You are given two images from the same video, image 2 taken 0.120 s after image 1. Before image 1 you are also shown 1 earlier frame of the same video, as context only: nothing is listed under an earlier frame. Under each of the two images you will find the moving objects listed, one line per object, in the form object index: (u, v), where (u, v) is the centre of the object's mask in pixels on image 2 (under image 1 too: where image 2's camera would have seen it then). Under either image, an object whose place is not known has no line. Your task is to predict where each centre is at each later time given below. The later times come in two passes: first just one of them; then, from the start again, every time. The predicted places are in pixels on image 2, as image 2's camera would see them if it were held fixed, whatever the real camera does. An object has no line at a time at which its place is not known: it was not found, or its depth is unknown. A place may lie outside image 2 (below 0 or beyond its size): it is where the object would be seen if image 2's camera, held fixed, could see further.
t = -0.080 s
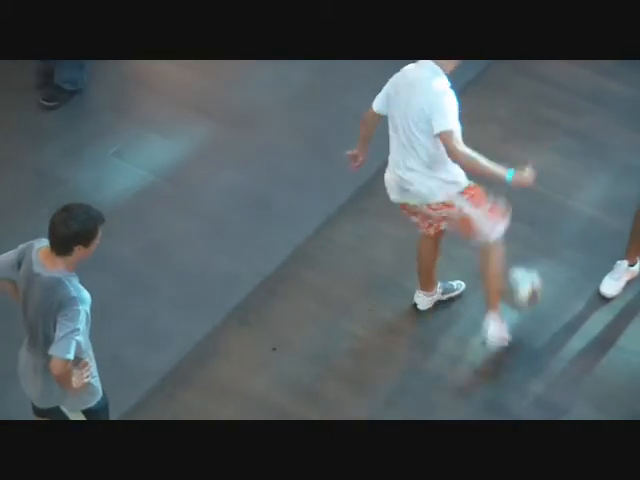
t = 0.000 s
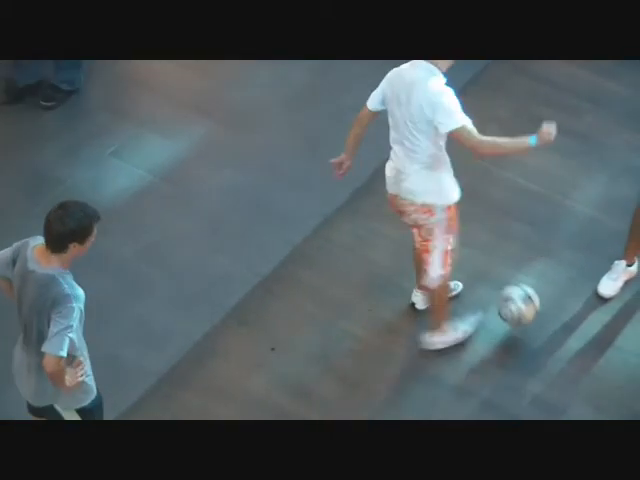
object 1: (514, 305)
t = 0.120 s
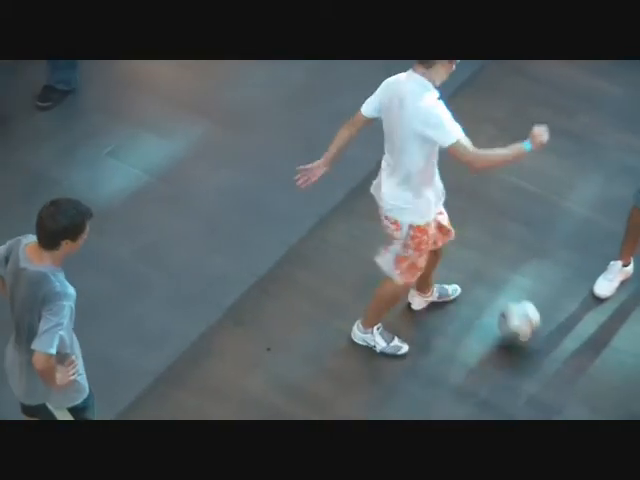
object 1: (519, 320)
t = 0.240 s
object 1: (545, 334)
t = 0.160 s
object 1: (523, 329)
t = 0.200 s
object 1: (533, 331)
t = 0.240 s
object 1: (545, 334)
